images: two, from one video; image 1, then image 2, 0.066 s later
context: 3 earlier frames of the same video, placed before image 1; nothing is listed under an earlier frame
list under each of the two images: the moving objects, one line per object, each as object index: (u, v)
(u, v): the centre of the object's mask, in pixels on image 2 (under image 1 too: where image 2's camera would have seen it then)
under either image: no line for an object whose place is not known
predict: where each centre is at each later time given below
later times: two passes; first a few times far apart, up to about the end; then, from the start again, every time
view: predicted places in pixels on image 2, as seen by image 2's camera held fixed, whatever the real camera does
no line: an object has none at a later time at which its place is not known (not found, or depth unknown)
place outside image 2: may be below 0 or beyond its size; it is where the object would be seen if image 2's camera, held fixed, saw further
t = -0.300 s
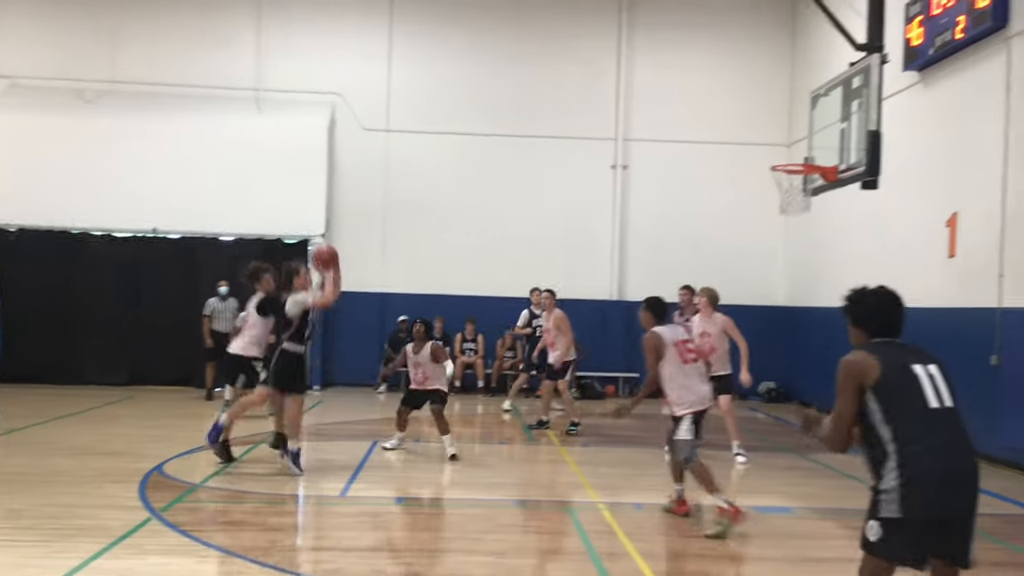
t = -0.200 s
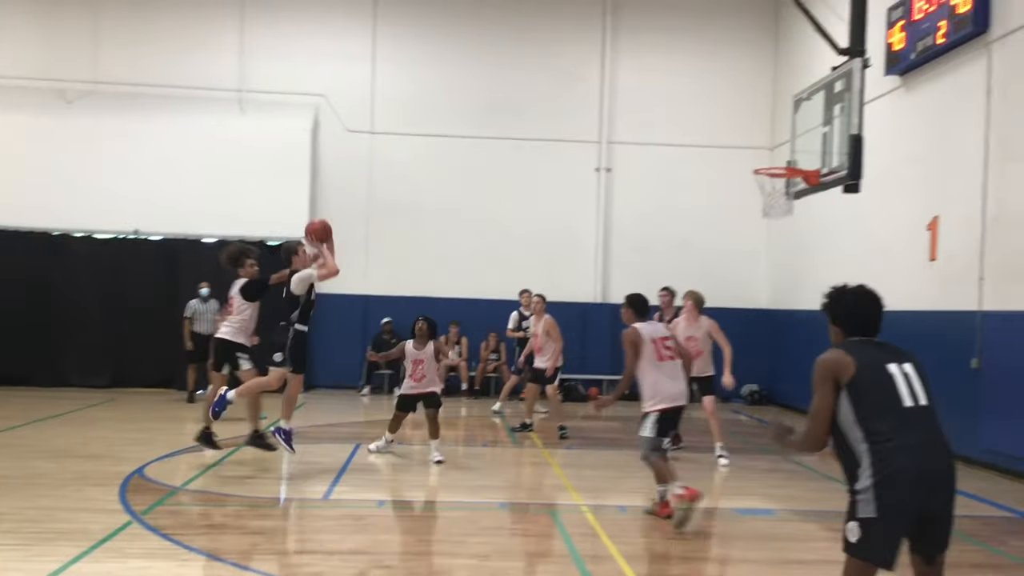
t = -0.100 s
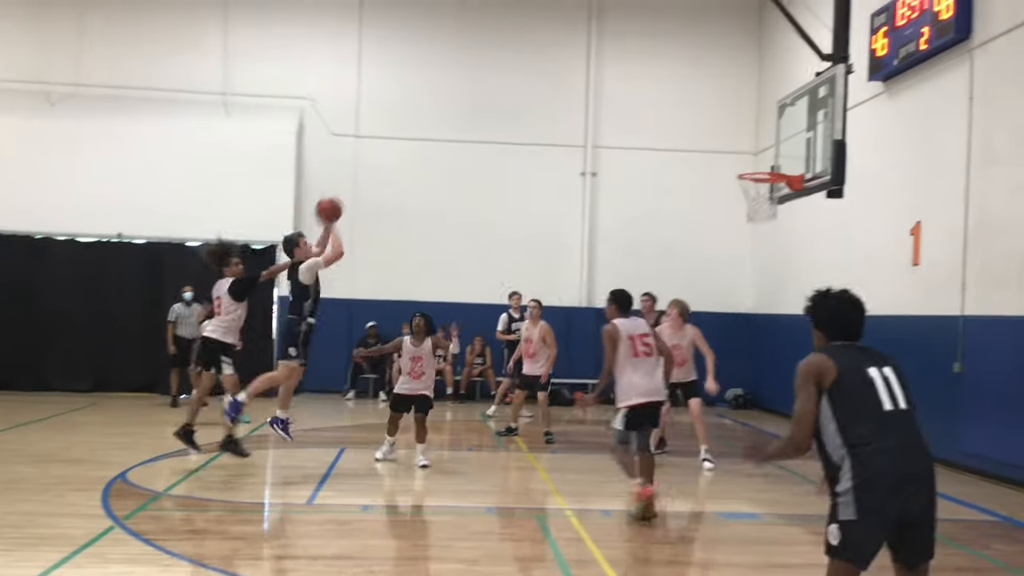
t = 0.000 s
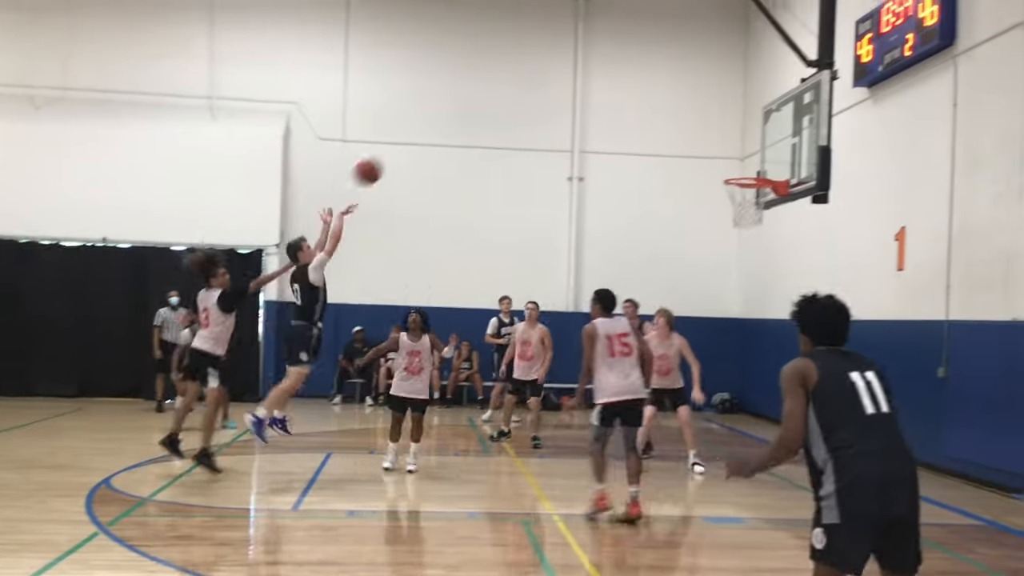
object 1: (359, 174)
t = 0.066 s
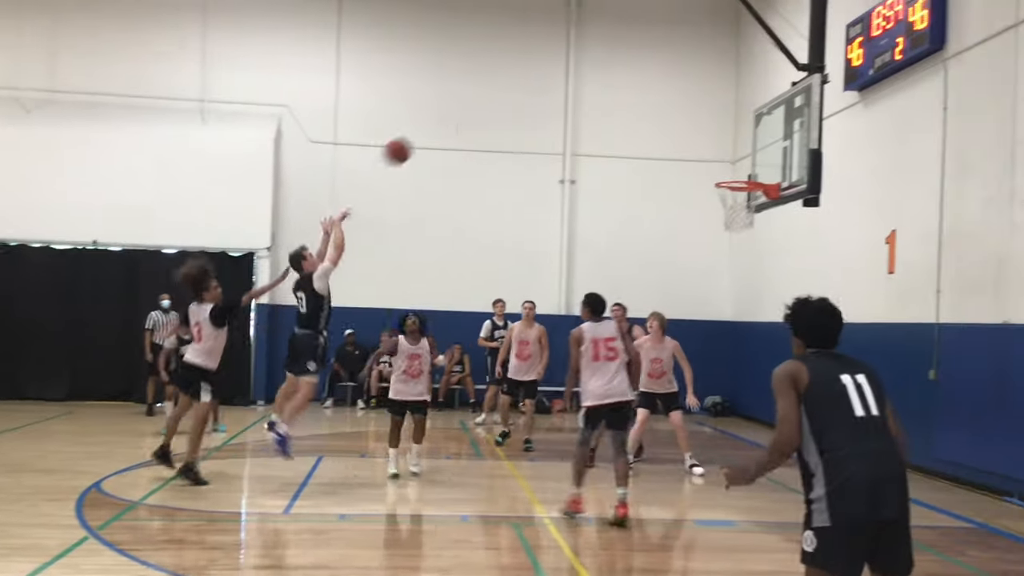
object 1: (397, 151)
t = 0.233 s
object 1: (488, 115)
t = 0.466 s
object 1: (604, 113)
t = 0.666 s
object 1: (697, 152)
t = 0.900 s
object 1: (747, 232)
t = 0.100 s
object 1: (416, 142)
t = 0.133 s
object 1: (434, 133)
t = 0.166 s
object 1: (453, 126)
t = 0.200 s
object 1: (470, 120)
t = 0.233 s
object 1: (488, 115)
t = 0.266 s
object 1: (505, 111)
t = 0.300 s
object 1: (522, 109)
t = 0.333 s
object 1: (539, 107)
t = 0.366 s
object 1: (555, 107)
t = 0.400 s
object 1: (572, 108)
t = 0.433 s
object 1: (588, 110)
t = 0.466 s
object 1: (604, 113)
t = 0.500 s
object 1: (621, 117)
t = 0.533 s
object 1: (636, 122)
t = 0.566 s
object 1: (652, 128)
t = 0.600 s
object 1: (667, 135)
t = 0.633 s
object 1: (682, 143)
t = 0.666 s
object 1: (697, 152)
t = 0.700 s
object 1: (711, 162)
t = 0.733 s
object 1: (726, 172)
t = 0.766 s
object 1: (739, 186)
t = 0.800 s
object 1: (751, 197)
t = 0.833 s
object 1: (750, 211)
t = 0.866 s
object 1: (749, 221)
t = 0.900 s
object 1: (747, 232)
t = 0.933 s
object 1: (745, 244)
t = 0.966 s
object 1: (744, 259)
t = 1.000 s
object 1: (742, 273)
